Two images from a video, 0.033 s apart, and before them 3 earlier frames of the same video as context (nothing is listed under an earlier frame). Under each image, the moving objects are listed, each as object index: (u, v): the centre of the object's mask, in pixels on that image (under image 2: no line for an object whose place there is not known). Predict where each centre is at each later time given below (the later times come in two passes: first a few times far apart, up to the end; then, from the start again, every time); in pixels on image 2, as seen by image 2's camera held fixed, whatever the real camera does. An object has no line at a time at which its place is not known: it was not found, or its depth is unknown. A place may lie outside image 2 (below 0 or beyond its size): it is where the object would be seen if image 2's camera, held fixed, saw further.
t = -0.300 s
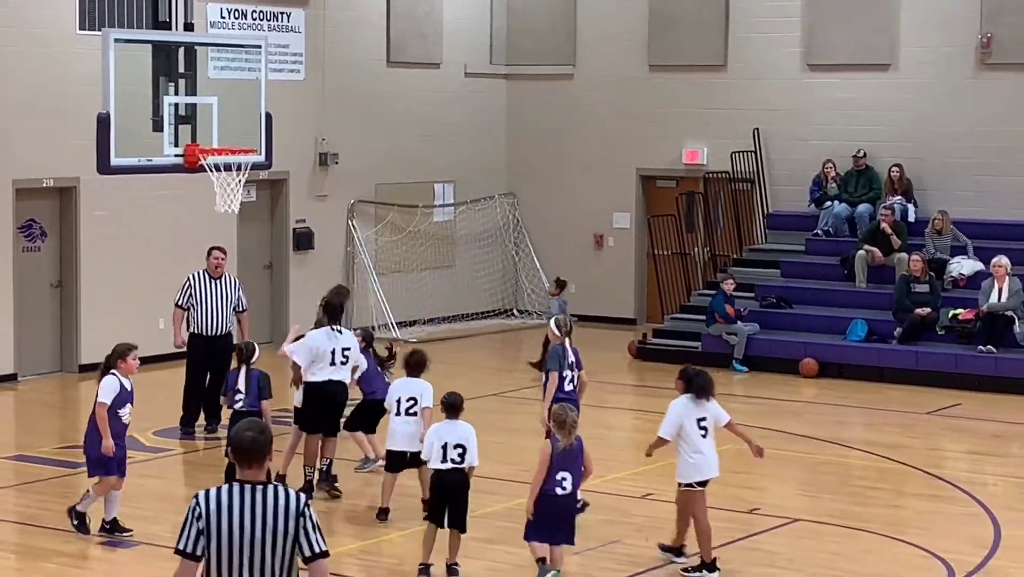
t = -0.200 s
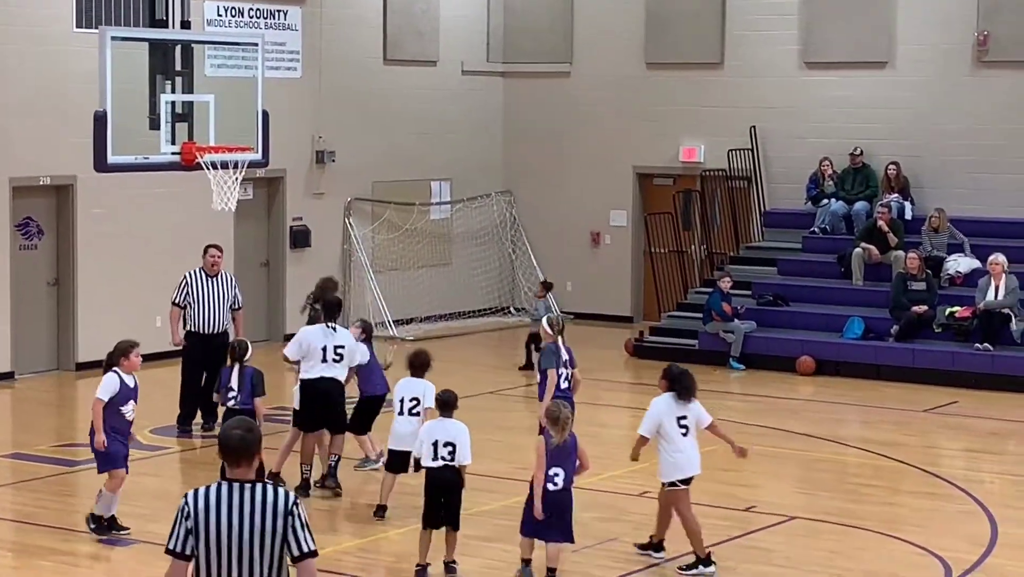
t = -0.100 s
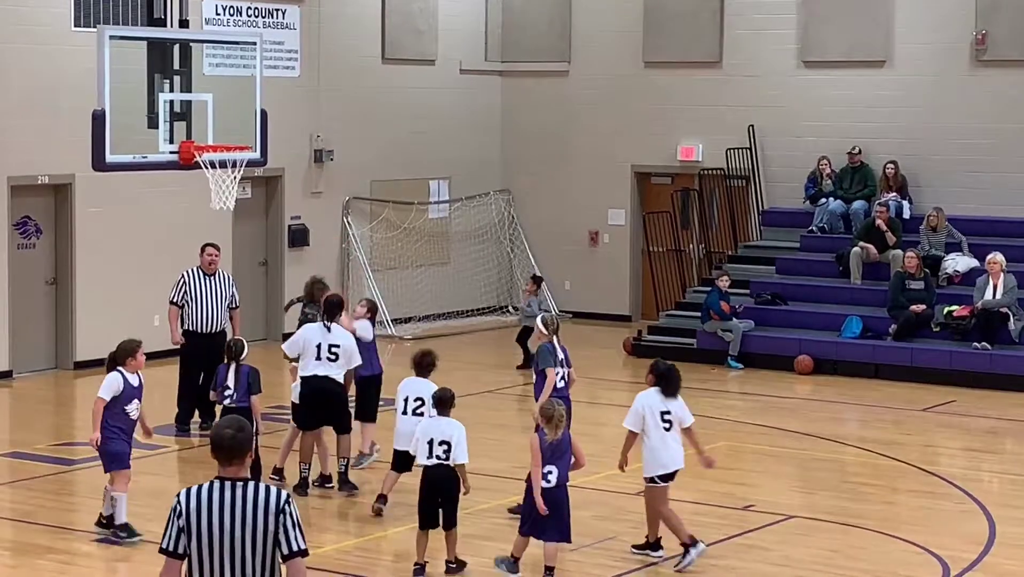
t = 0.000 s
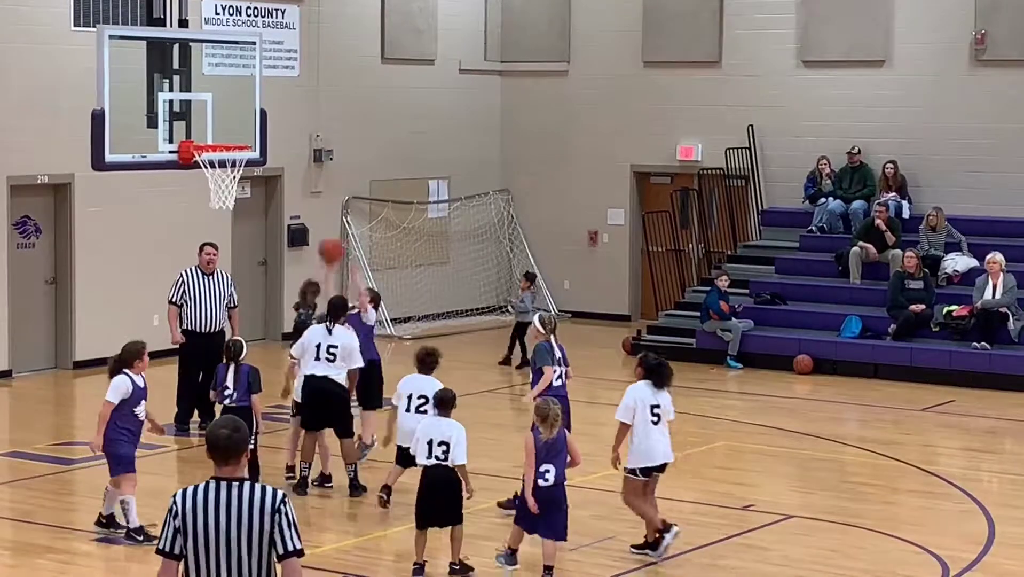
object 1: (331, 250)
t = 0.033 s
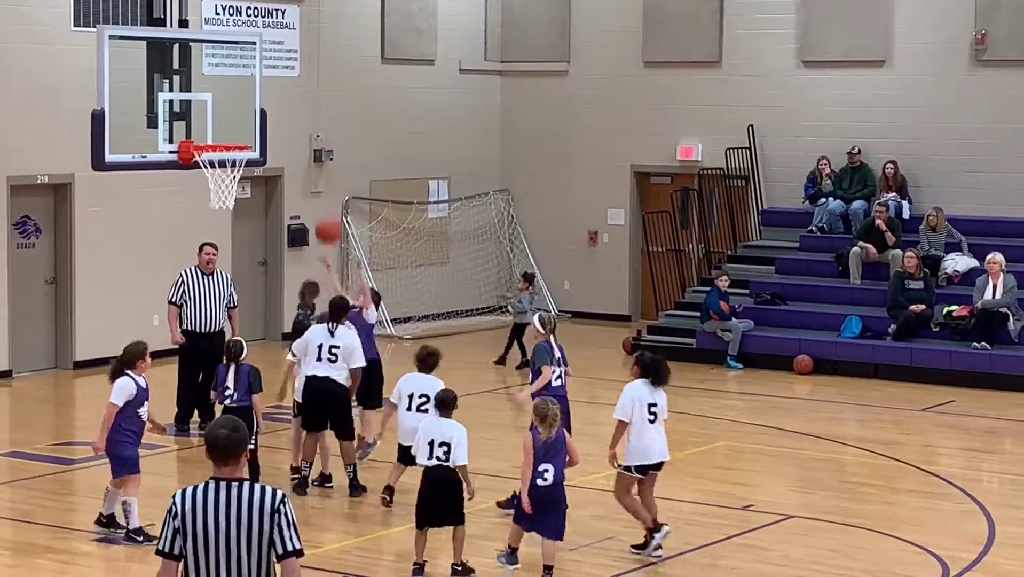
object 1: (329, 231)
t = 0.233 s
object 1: (308, 139)
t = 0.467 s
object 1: (283, 88)
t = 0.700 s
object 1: (258, 102)
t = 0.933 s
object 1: (242, 122)
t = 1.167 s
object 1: (240, 142)
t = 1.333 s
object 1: (243, 181)
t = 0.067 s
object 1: (325, 212)
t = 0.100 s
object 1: (322, 196)
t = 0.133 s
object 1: (318, 181)
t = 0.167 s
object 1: (315, 165)
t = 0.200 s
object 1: (311, 151)
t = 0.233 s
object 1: (308, 139)
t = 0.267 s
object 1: (304, 128)
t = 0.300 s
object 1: (301, 118)
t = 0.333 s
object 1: (297, 110)
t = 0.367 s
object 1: (294, 102)
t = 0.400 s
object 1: (290, 96)
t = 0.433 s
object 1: (287, 91)
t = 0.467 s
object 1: (283, 88)
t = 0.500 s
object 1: (279, 86)
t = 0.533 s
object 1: (276, 85)
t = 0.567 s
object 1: (272, 86)
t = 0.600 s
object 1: (269, 88)
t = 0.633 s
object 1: (265, 91)
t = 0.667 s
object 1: (261, 96)
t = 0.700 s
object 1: (258, 102)
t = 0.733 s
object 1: (254, 109)
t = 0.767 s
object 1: (250, 119)
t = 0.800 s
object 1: (246, 129)
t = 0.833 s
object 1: (245, 130)
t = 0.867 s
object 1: (244, 126)
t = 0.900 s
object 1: (243, 124)
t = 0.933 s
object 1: (242, 122)
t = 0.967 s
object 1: (242, 122)
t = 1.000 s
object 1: (241, 124)
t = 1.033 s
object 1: (240, 127)
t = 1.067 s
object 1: (240, 131)
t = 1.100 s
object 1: (240, 136)
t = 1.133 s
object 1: (240, 138)
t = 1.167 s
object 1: (240, 142)
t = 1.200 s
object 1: (240, 147)
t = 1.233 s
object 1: (242, 154)
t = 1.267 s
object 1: (242, 161)
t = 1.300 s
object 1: (243, 171)
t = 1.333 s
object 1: (243, 181)
